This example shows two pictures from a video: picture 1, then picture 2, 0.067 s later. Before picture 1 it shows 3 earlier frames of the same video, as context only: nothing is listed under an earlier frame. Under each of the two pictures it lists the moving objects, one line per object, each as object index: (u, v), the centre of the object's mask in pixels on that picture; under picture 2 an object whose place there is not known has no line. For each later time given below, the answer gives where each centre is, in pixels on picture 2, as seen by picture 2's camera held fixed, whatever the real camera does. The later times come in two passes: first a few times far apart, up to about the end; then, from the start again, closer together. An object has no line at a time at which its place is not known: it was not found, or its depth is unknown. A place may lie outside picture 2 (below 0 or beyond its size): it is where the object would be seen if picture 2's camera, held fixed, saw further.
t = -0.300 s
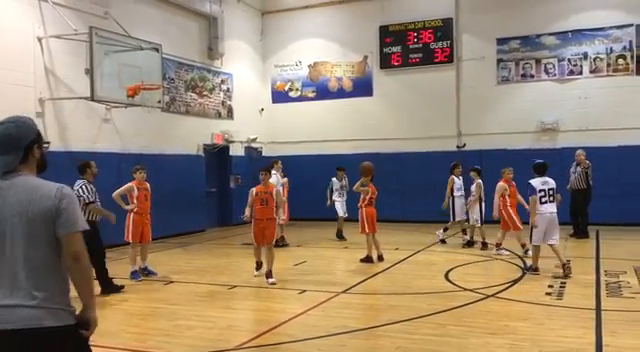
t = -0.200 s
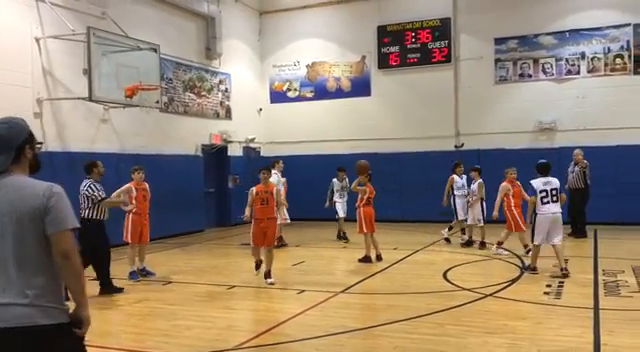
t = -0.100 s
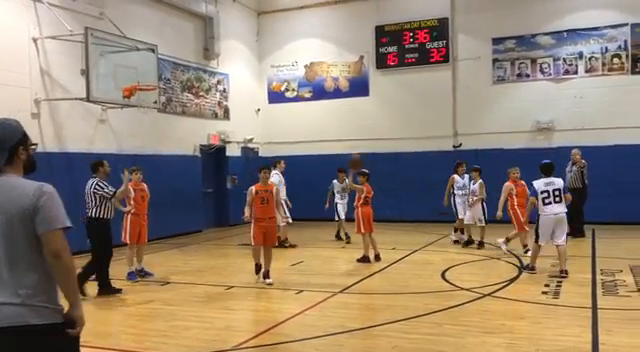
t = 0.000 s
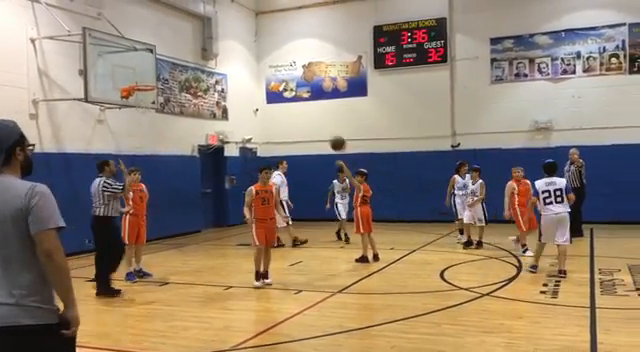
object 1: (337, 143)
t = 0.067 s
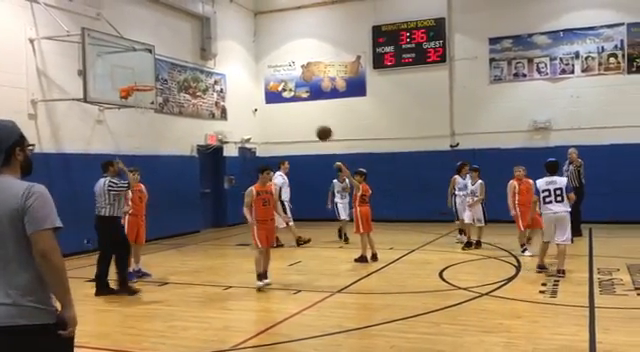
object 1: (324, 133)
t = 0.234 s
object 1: (292, 118)
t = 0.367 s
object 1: (266, 119)
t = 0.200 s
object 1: (298, 120)
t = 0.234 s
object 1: (292, 118)
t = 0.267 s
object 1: (285, 118)
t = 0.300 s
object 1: (279, 117)
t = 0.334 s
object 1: (272, 118)
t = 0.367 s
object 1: (266, 119)
